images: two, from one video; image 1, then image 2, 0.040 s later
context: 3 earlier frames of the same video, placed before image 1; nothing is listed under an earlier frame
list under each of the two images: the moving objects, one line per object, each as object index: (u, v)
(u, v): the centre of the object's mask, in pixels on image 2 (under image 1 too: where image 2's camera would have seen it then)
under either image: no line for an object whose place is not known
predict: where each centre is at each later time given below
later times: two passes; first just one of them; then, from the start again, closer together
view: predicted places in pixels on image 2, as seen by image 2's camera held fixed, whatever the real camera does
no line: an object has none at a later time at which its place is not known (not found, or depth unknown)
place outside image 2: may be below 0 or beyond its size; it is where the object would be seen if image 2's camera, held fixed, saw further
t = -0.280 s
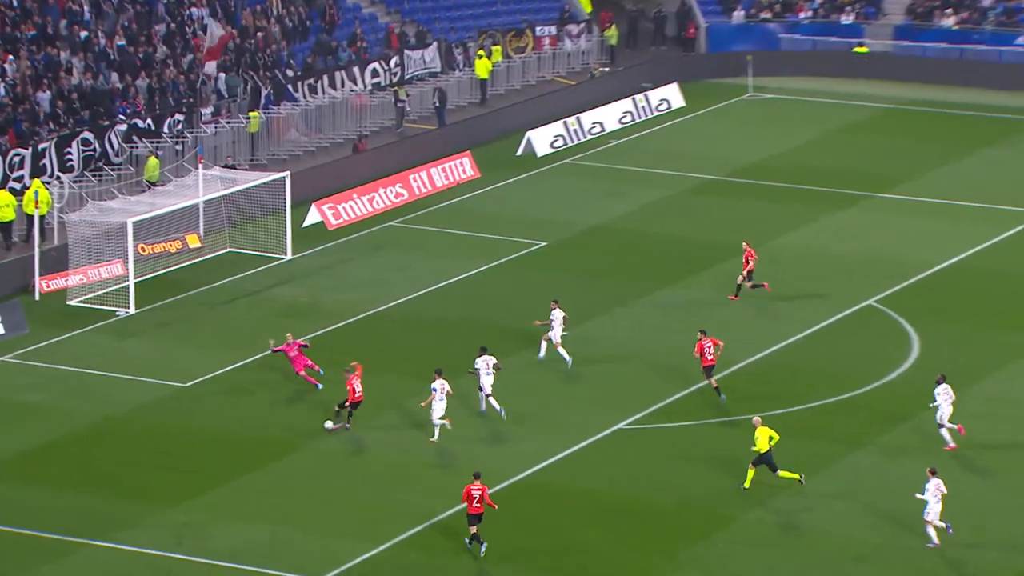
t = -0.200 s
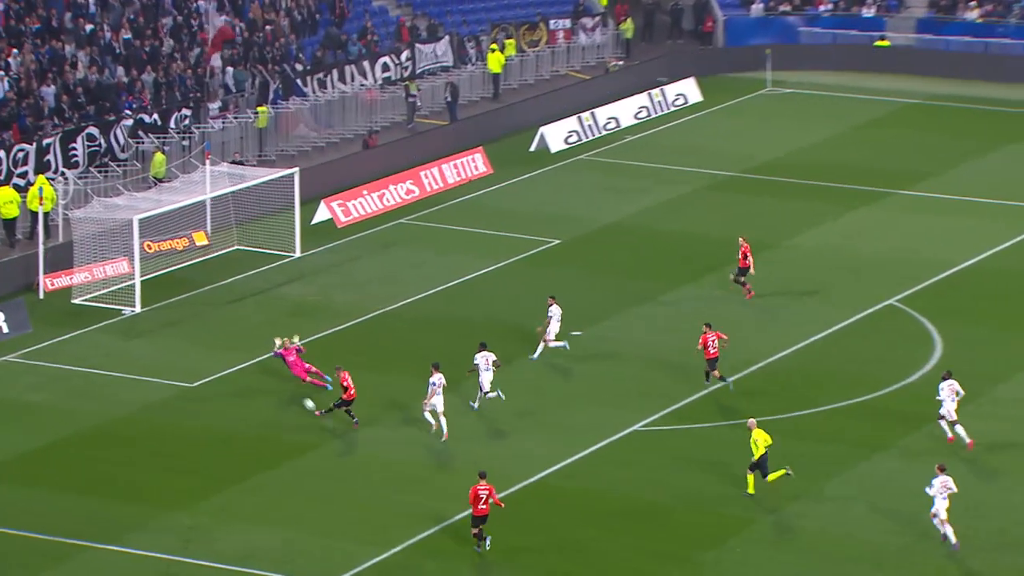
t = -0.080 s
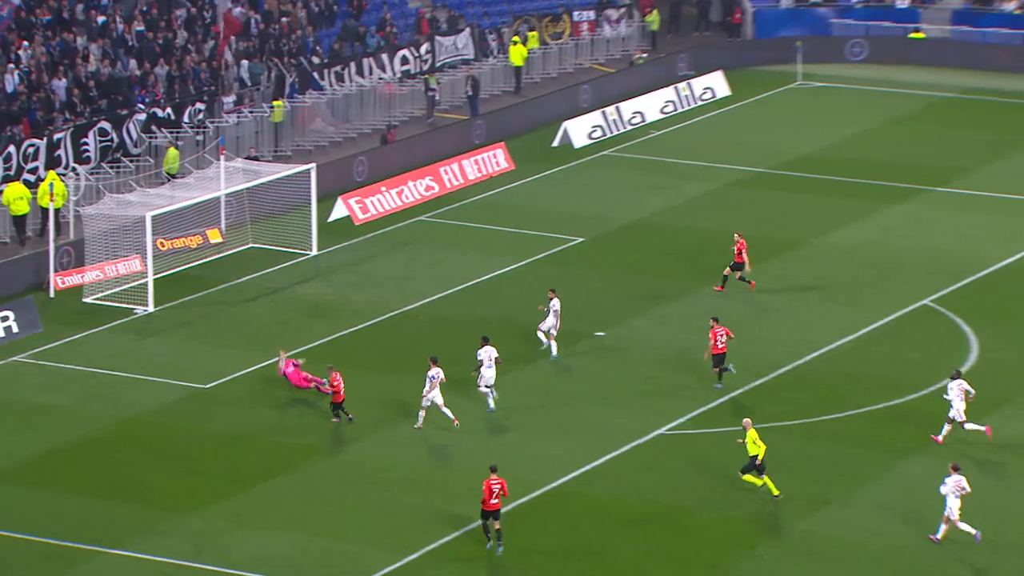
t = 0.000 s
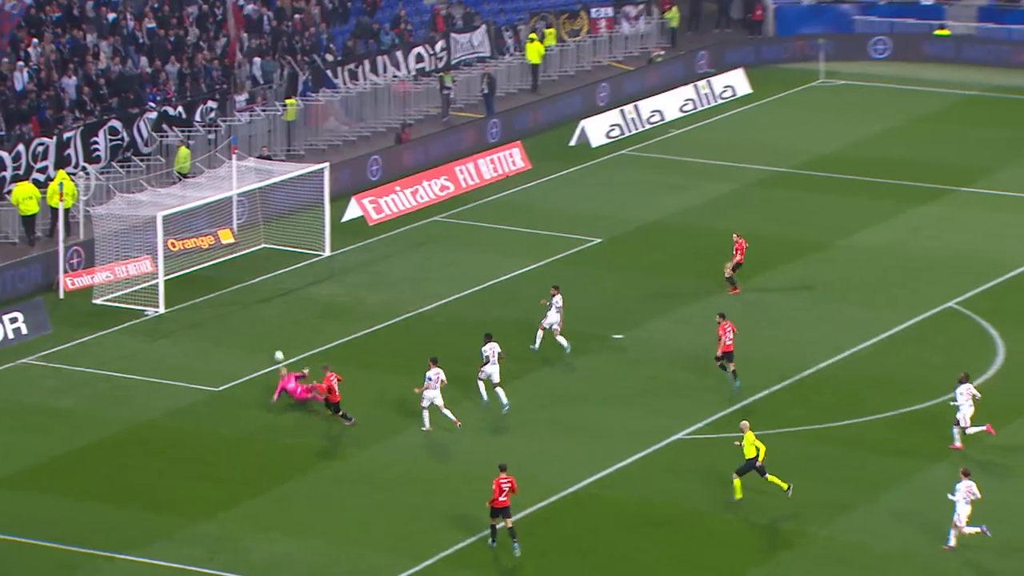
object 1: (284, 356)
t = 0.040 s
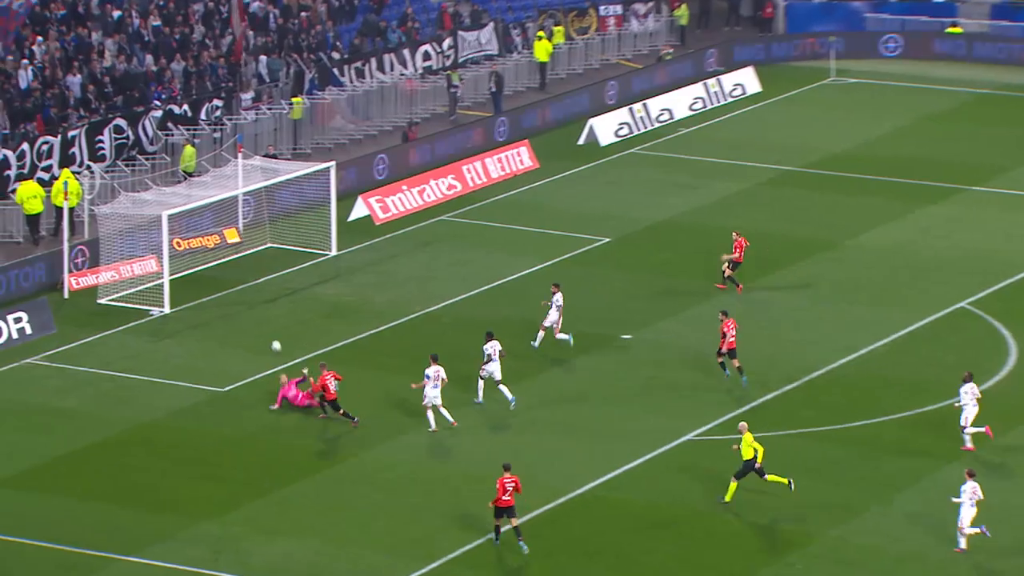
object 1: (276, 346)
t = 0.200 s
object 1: (249, 315)
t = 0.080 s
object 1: (268, 337)
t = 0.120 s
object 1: (261, 329)
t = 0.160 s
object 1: (254, 322)
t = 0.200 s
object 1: (249, 315)
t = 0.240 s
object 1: (244, 306)
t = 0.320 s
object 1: (236, 291)
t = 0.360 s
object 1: (232, 285)
